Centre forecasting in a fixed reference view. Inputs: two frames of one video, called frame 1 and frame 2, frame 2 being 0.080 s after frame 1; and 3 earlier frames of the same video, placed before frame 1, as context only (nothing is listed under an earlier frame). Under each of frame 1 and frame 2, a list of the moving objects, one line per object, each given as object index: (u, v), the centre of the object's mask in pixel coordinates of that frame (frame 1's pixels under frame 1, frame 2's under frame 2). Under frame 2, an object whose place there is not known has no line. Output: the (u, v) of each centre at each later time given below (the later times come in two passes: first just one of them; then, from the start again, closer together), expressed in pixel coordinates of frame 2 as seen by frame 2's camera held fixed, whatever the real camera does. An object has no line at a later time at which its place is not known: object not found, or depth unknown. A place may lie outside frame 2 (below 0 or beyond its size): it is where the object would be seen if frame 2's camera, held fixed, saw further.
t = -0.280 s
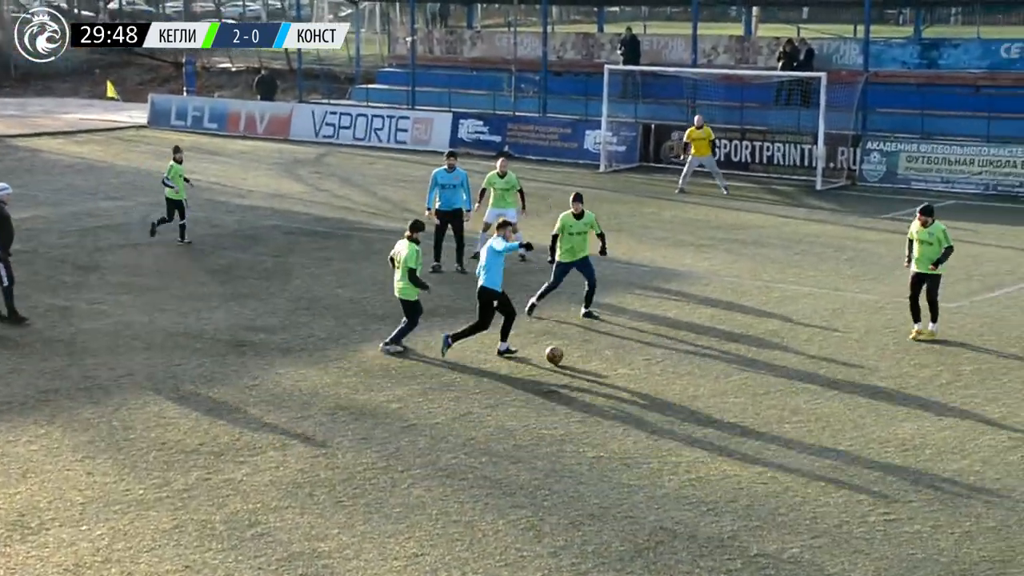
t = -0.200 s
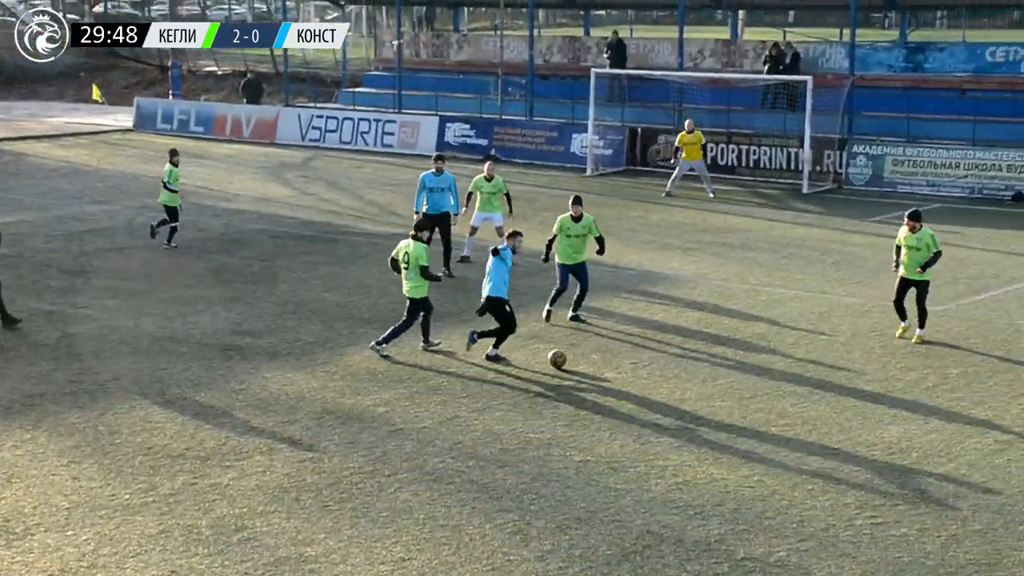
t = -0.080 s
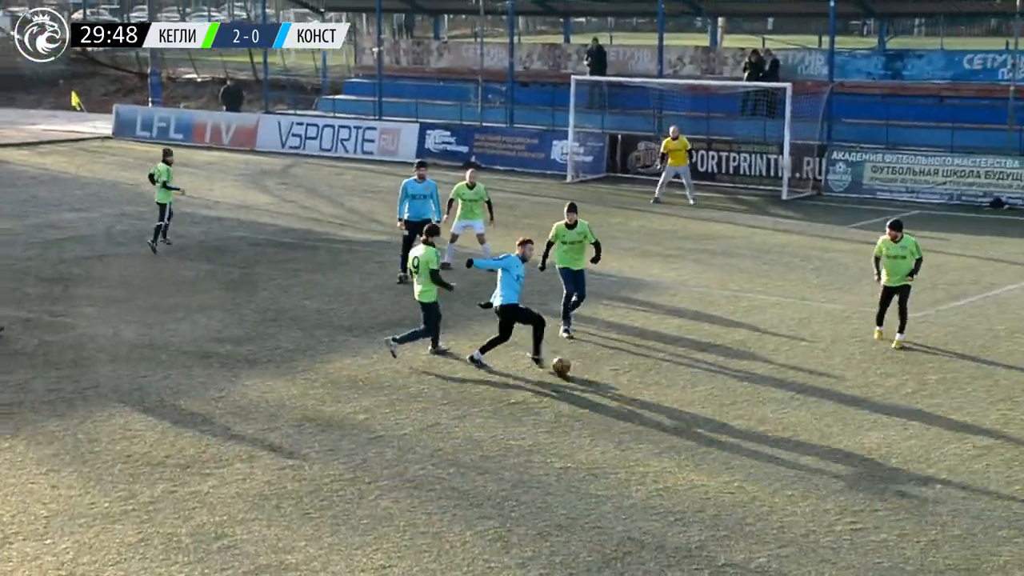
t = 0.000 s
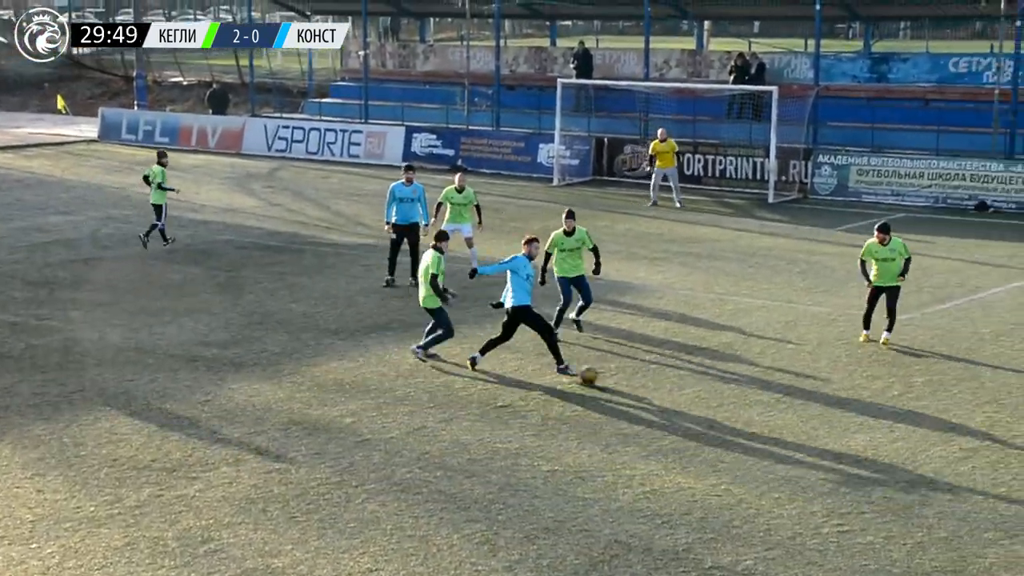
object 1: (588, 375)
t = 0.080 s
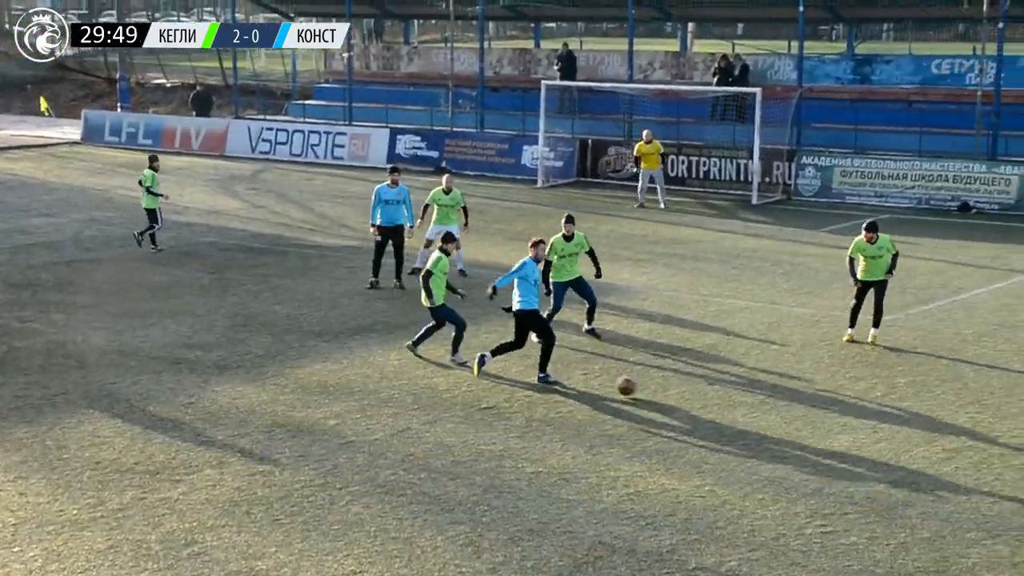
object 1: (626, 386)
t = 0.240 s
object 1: (729, 407)
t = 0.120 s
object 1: (652, 393)
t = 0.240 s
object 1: (729, 407)
